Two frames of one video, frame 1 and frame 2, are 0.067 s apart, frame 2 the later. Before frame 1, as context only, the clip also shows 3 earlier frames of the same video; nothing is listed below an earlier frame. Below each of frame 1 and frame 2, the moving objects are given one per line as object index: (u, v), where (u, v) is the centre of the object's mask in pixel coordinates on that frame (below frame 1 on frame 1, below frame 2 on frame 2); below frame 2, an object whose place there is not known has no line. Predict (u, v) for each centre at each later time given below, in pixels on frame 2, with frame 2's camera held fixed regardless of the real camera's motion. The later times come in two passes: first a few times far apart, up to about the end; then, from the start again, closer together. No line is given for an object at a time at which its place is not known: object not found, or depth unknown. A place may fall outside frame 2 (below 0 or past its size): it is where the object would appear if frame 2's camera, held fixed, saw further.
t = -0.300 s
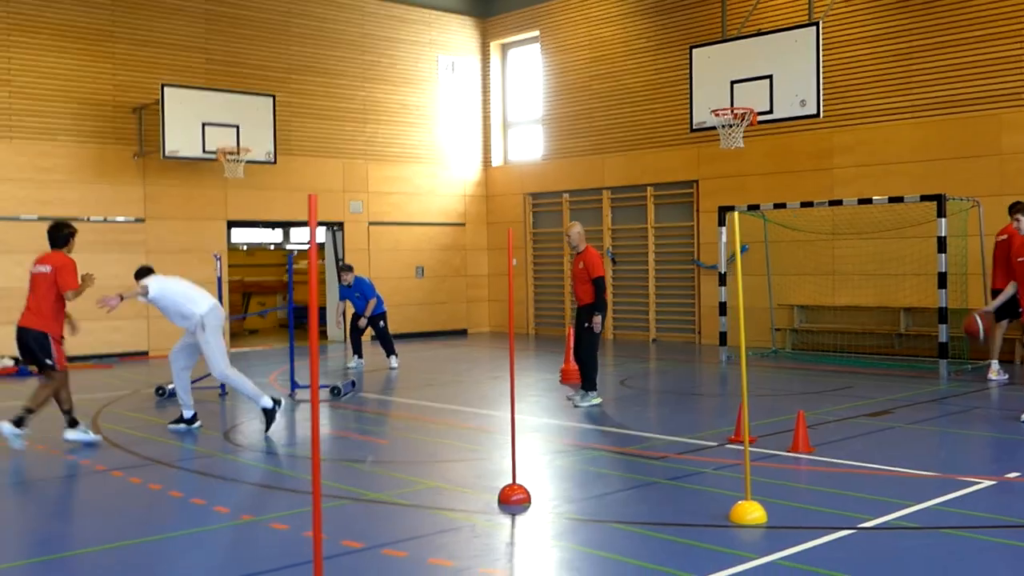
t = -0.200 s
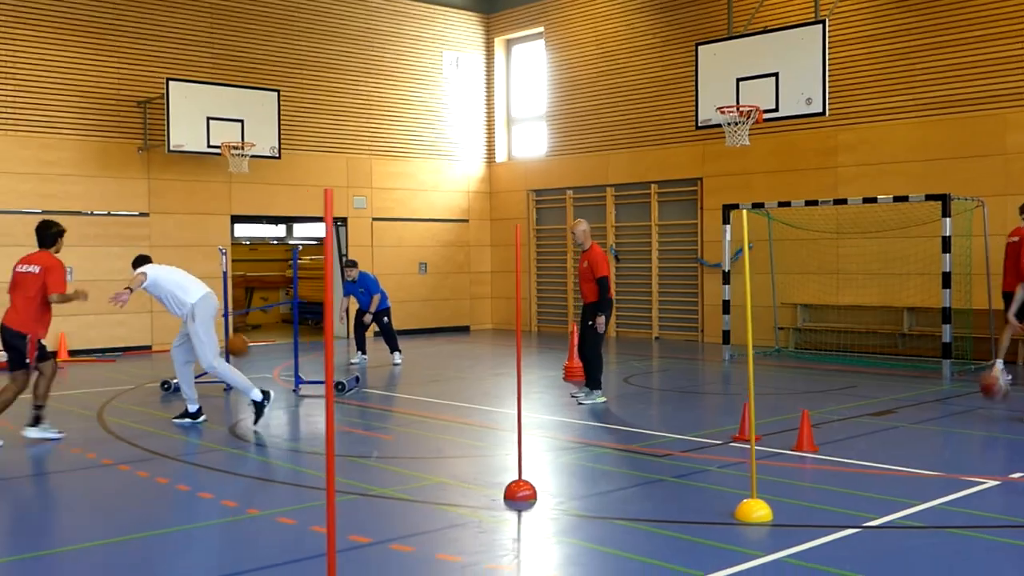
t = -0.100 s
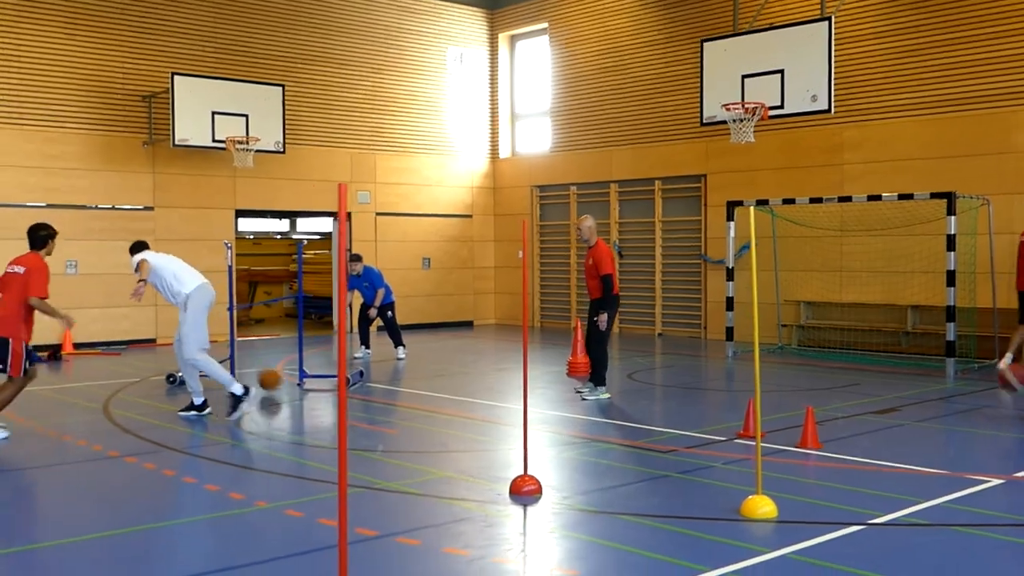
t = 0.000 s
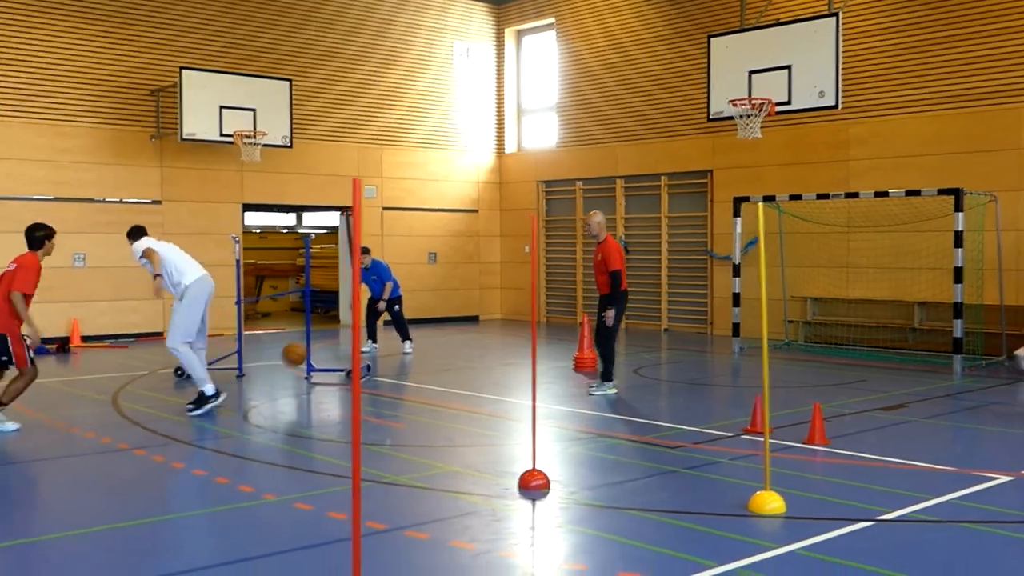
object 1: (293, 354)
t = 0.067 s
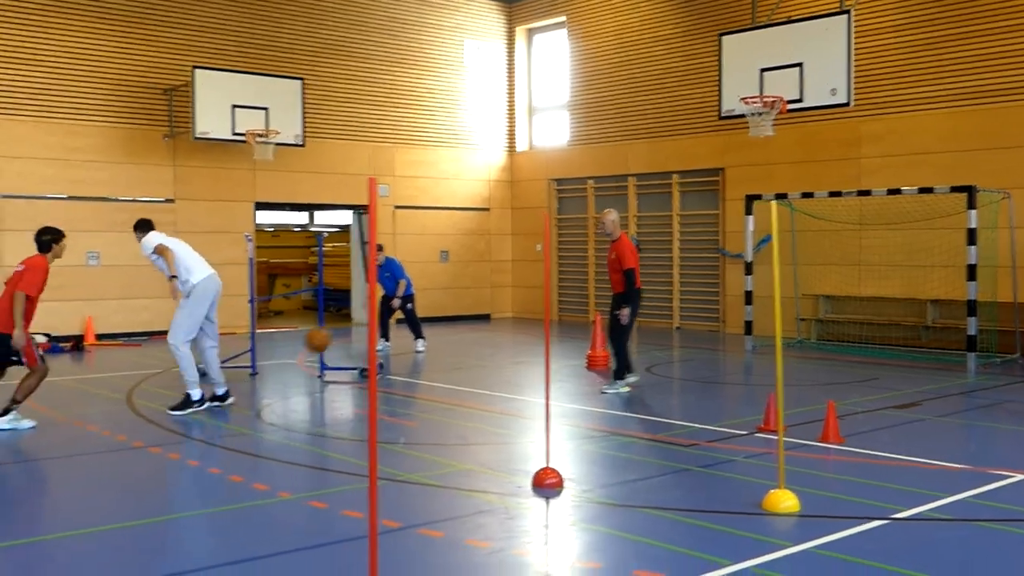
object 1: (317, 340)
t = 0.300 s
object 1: (365, 326)
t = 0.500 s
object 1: (412, 368)
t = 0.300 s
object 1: (365, 326)
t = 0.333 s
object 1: (368, 328)
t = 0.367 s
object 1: (374, 333)
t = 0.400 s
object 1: (383, 341)
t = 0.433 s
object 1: (400, 345)
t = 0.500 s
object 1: (412, 368)
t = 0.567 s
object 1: (425, 394)
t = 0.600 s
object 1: (435, 414)
